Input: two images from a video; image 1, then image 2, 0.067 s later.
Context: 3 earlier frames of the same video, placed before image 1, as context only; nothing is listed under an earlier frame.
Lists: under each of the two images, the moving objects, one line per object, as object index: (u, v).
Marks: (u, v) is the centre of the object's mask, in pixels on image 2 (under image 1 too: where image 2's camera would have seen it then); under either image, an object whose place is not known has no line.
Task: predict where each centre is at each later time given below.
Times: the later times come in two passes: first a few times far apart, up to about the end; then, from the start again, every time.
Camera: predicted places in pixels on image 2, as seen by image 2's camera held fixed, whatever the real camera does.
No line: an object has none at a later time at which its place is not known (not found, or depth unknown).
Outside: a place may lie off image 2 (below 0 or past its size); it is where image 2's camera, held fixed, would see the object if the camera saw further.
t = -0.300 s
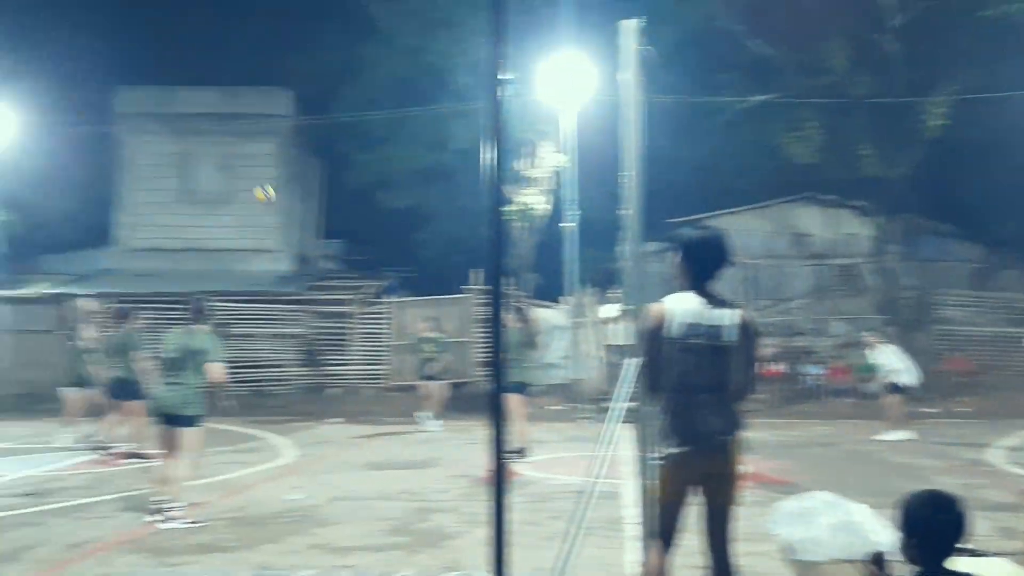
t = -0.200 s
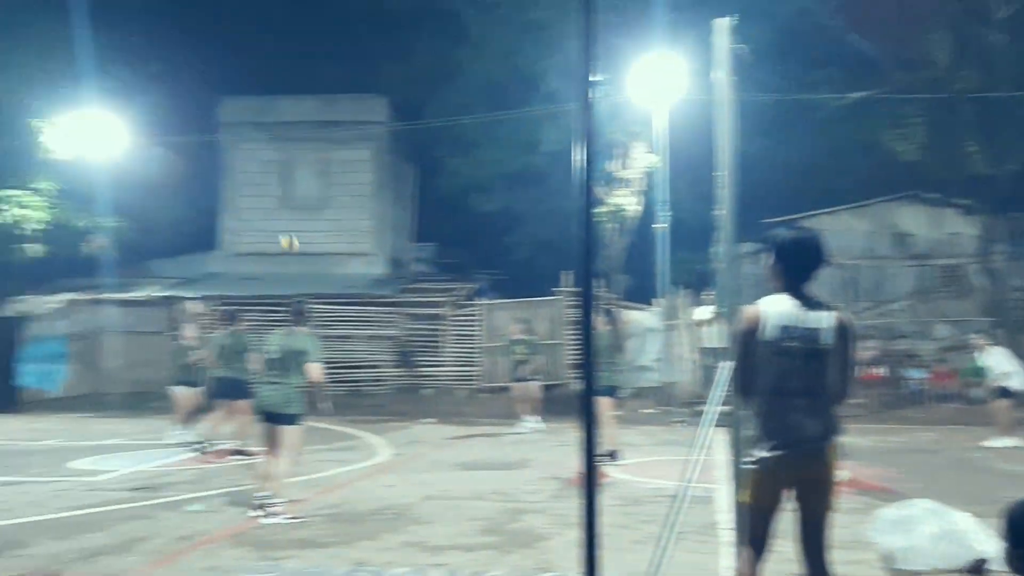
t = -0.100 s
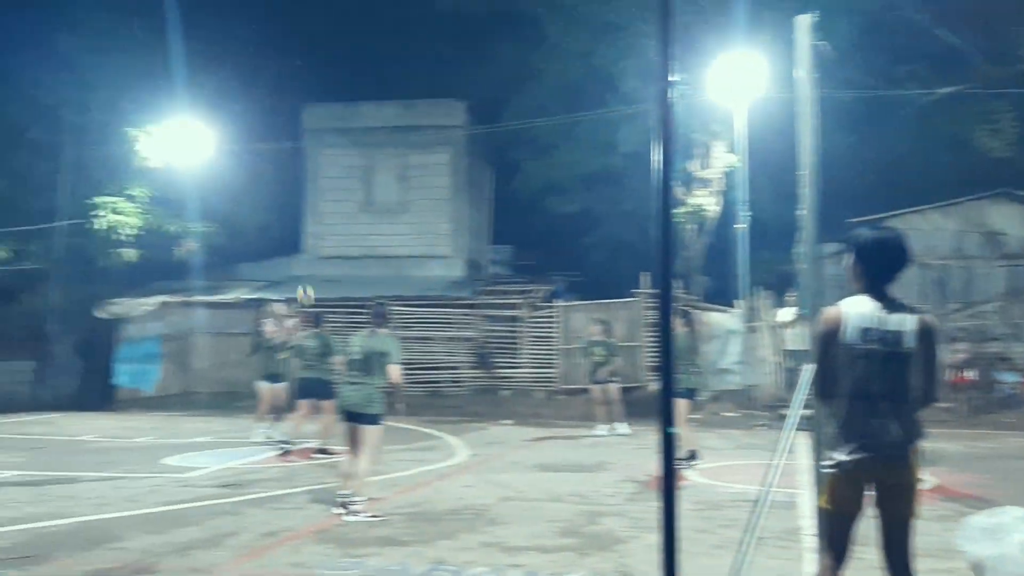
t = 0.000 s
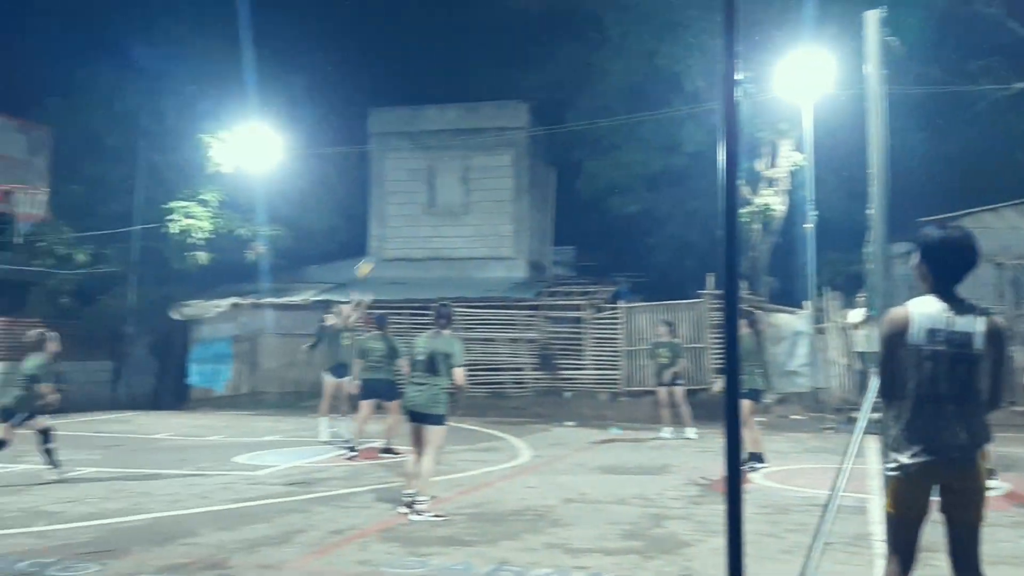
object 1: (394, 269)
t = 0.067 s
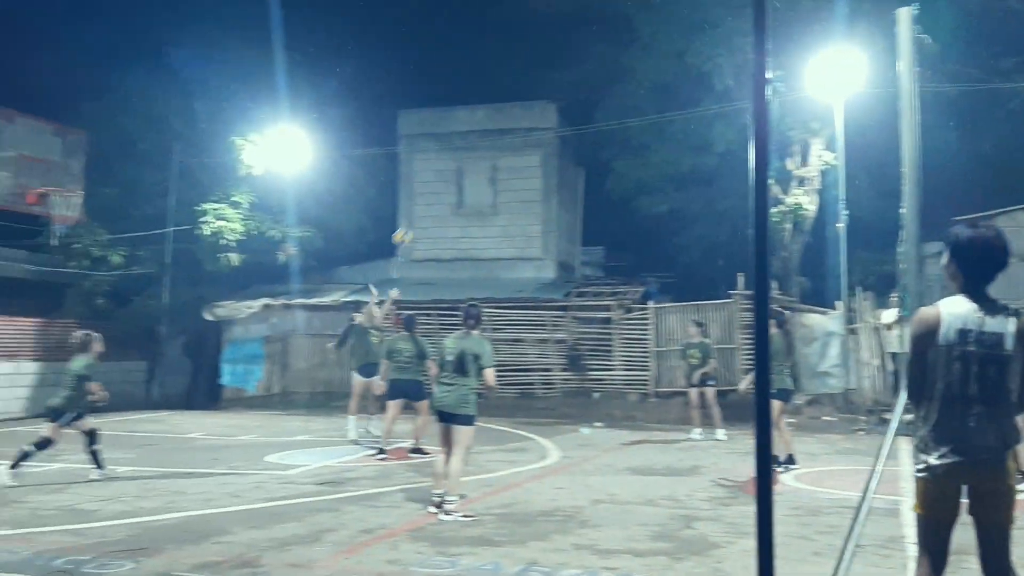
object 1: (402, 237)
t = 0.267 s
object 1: (427, 159)
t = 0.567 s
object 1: (462, 103)
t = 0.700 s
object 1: (477, 100)
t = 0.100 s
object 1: (407, 221)
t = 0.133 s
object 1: (411, 206)
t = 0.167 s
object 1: (415, 192)
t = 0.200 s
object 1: (418, 180)
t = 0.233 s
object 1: (423, 169)
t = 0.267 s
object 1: (427, 159)
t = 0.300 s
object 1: (431, 149)
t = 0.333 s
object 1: (435, 140)
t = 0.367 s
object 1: (439, 132)
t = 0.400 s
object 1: (443, 126)
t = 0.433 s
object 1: (447, 120)
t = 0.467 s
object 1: (451, 114)
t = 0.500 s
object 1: (454, 109)
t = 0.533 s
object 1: (458, 106)
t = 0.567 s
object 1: (462, 103)
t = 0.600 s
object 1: (466, 101)
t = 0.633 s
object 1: (469, 100)
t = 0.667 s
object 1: (473, 100)
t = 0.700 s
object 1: (477, 100)
